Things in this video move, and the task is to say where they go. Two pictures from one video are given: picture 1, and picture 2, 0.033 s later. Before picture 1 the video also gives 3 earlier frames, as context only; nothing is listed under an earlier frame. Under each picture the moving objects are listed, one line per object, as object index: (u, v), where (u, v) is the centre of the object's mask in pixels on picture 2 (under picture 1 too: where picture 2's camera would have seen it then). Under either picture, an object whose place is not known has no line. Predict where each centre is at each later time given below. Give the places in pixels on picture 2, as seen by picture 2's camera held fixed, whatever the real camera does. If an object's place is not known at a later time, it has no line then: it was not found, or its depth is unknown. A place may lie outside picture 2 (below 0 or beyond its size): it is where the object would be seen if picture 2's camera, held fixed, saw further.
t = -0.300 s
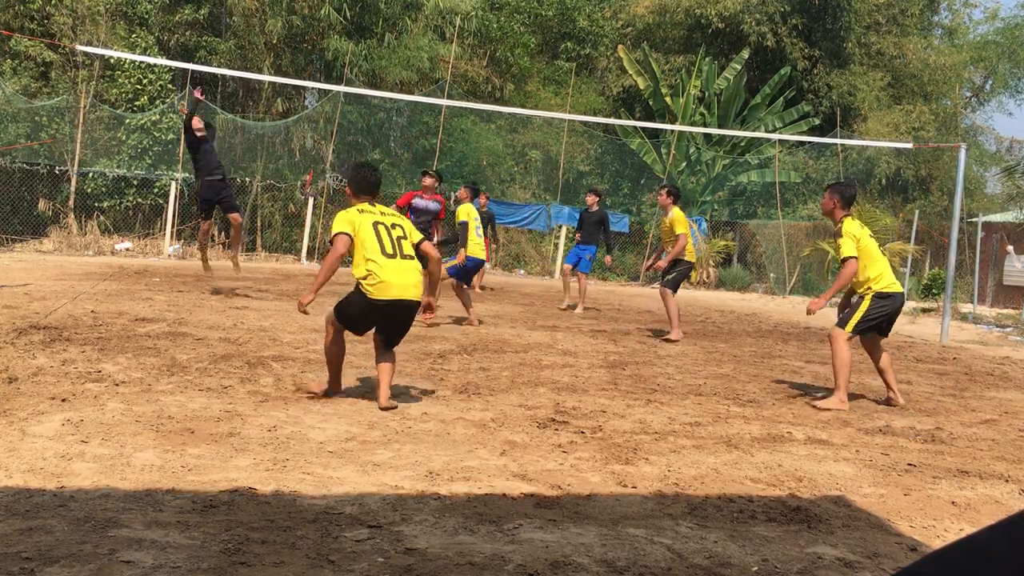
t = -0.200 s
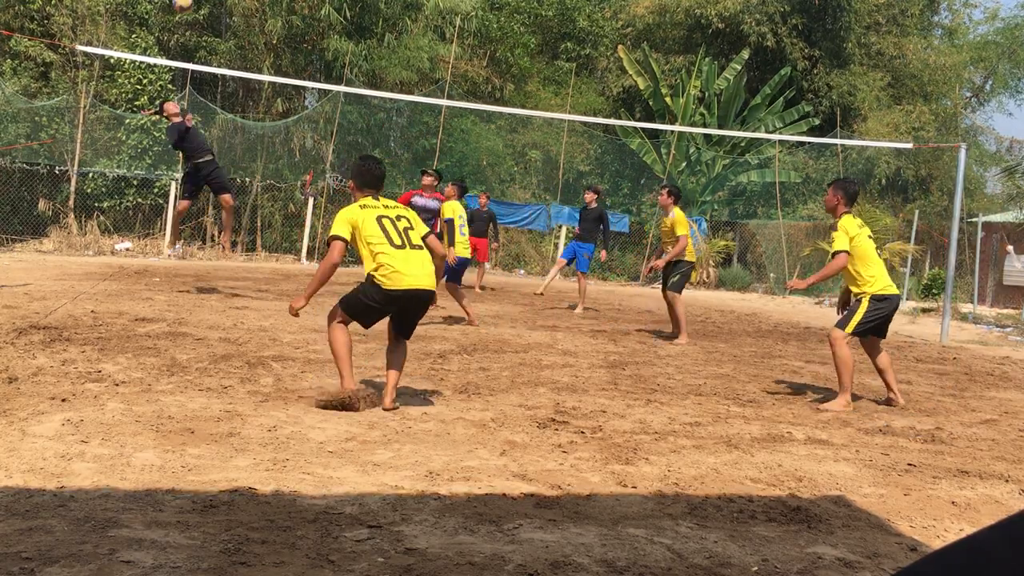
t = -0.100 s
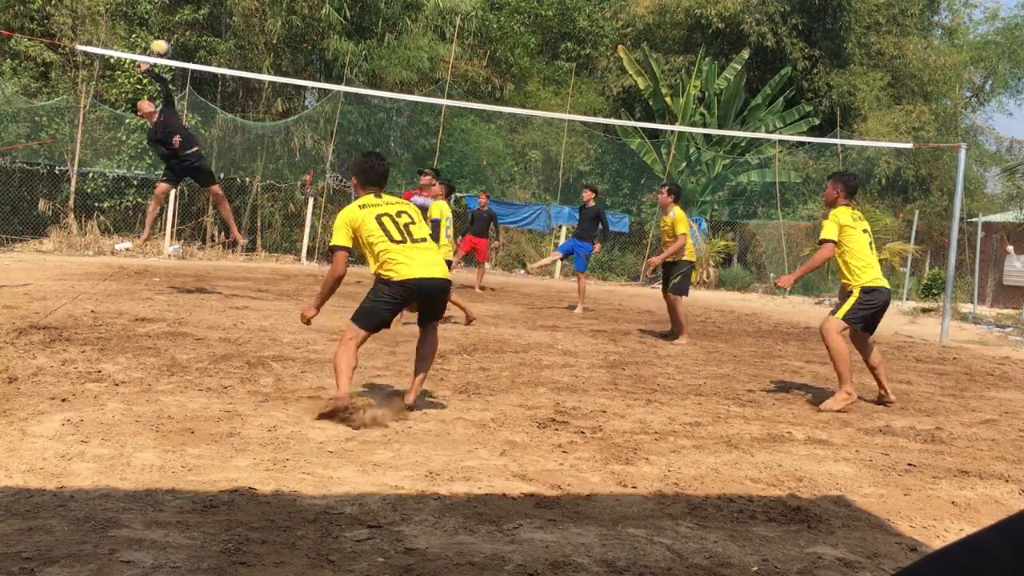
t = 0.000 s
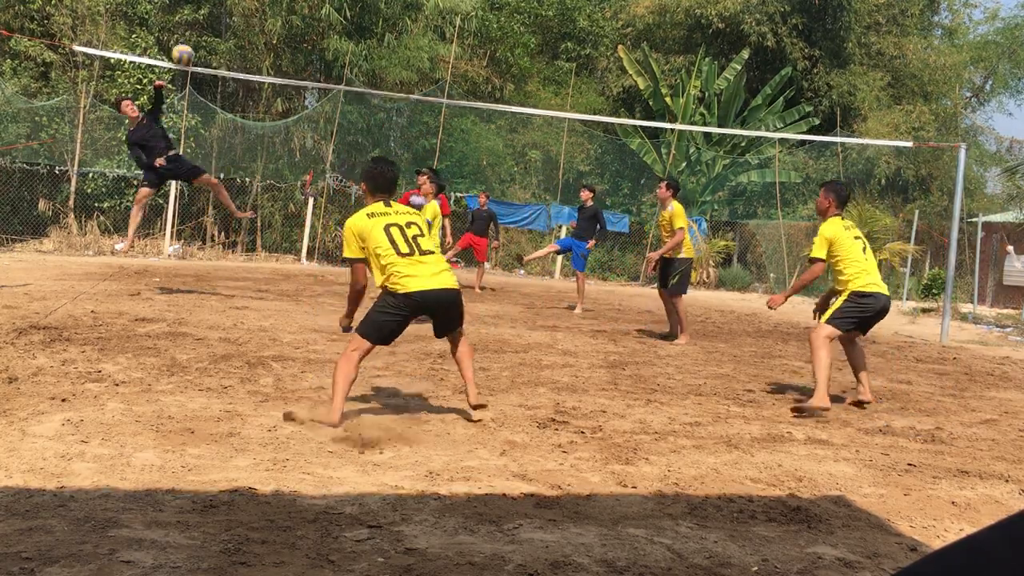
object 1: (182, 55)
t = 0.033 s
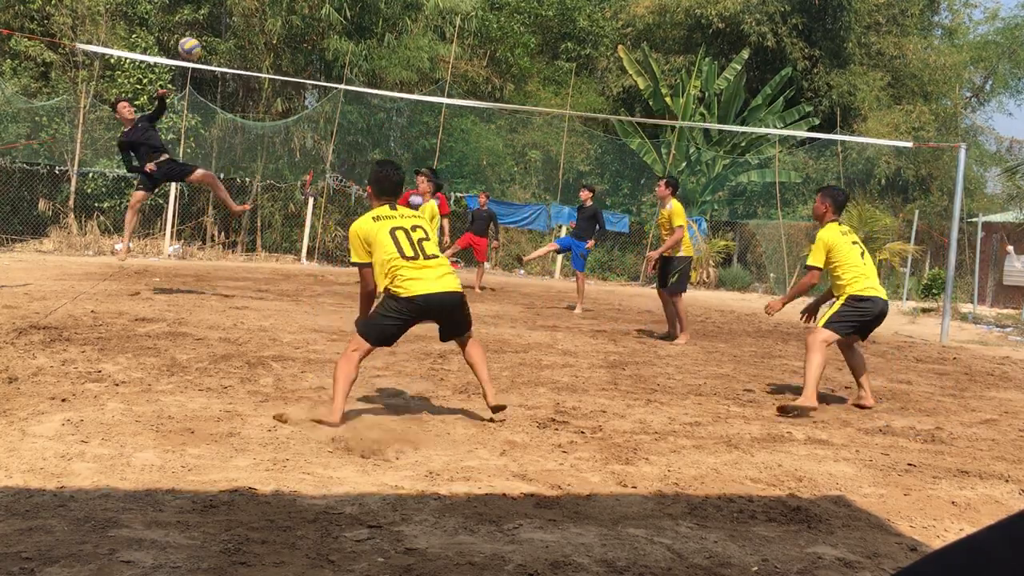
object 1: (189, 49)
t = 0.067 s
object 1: (195, 42)
